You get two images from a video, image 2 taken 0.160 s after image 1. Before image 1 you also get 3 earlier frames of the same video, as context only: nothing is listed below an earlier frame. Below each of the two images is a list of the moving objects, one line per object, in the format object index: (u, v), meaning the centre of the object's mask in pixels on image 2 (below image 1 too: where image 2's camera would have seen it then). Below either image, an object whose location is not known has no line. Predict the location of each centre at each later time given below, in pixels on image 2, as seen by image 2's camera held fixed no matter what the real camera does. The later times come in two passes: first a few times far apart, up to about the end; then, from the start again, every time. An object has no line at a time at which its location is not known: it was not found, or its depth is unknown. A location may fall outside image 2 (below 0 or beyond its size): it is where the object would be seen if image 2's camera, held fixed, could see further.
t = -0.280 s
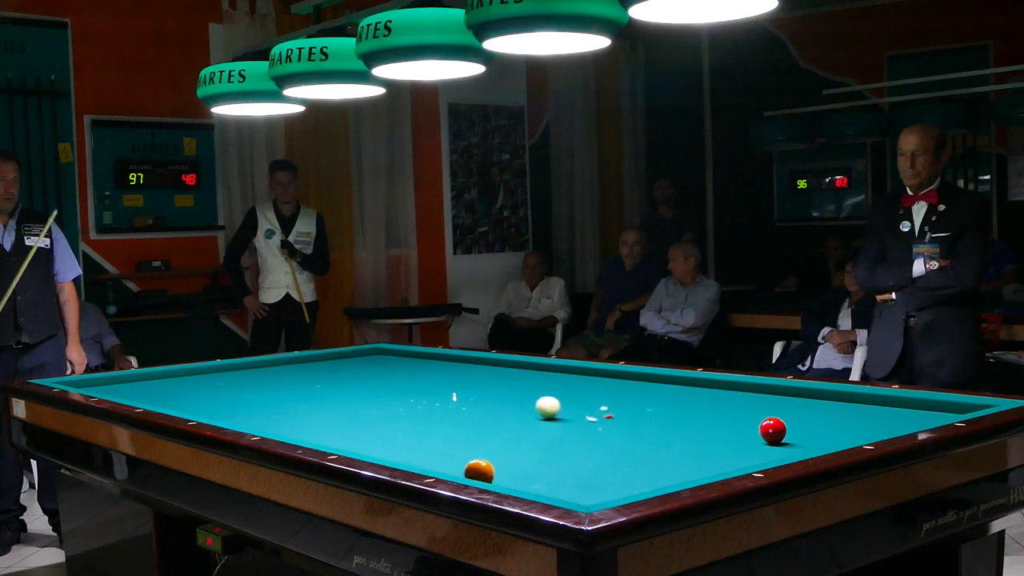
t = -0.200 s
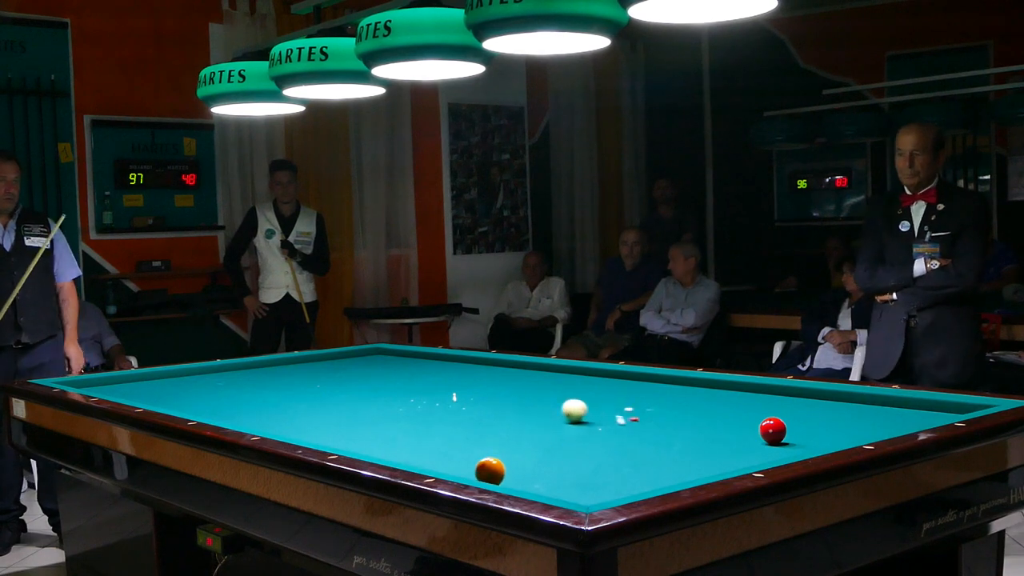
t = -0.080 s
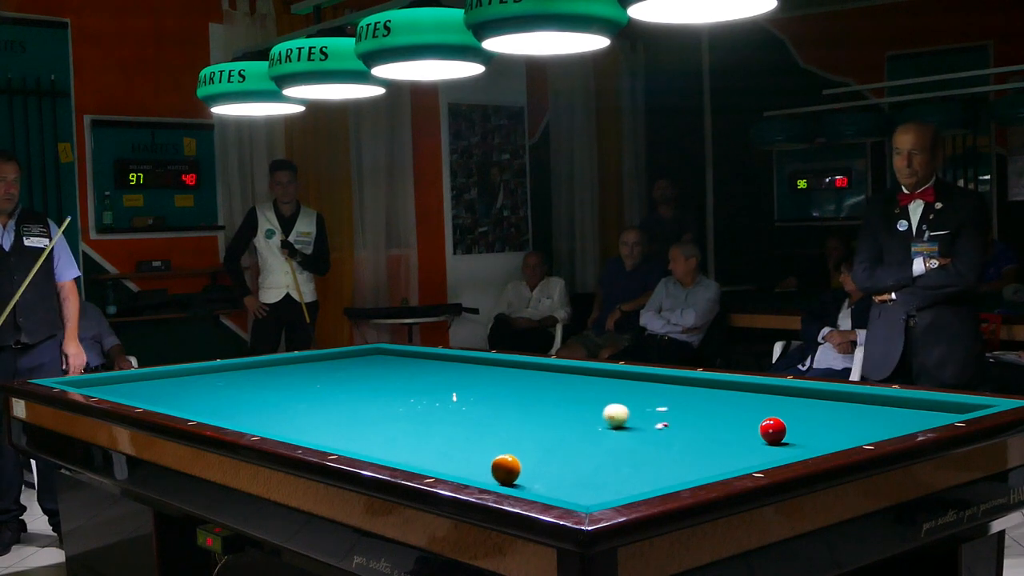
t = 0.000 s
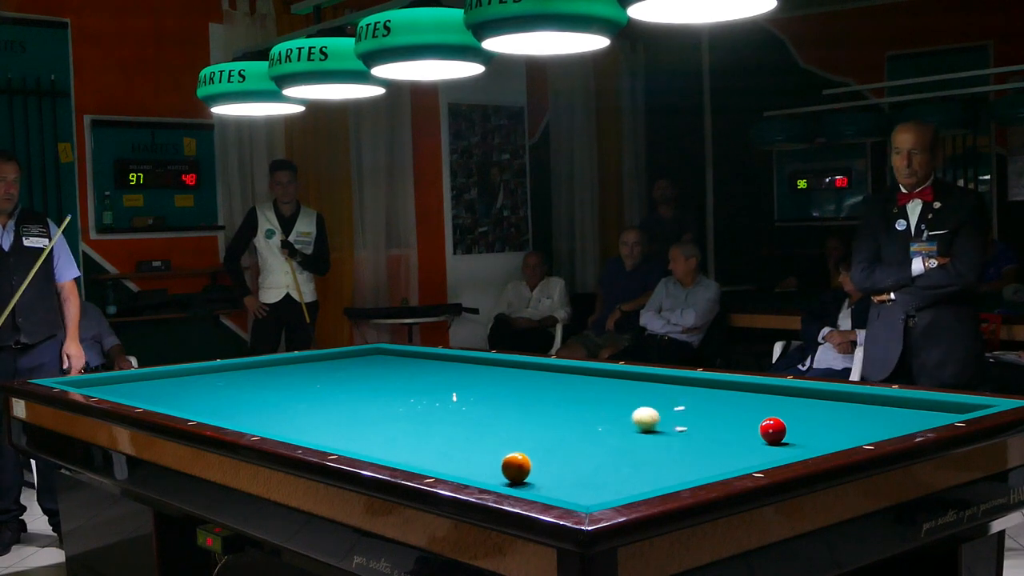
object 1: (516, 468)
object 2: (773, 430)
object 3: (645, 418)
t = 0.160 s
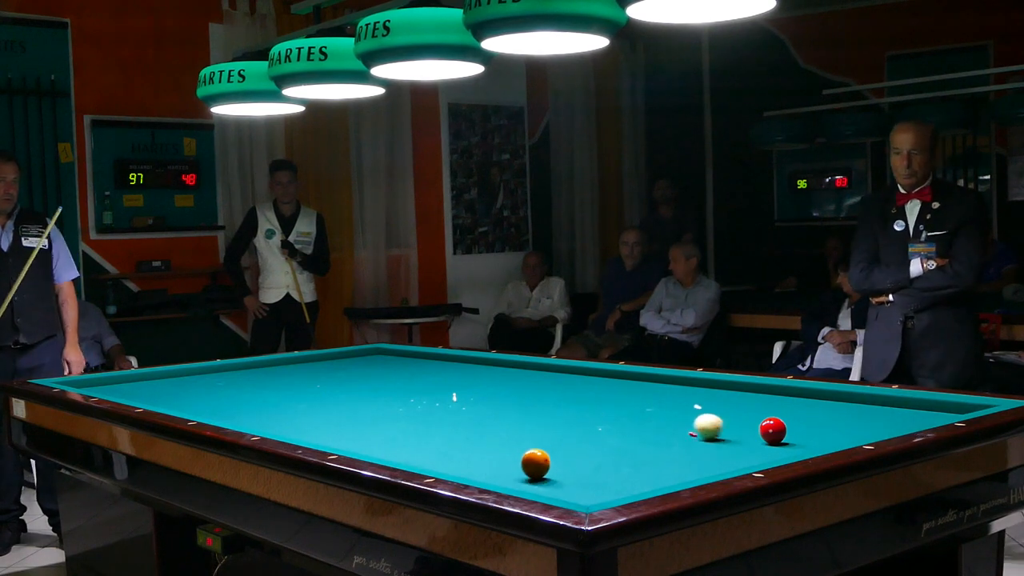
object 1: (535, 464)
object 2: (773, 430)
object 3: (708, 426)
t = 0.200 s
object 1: (540, 463)
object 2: (773, 430)
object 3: (725, 428)
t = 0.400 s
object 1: (564, 458)
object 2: (818, 429)
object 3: (765, 440)
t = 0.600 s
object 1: (585, 455)
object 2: (866, 426)
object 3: (799, 447)
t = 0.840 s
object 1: (610, 450)
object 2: (909, 421)
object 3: (737, 452)
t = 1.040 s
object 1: (630, 446)
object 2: (908, 419)
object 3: (689, 451)
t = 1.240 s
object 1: (651, 436)
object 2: (907, 416)
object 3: (643, 450)
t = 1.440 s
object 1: (665, 440)
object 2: (906, 412)
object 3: (600, 449)
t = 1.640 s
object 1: (681, 436)
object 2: (905, 409)
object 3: (557, 448)
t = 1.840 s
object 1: (697, 434)
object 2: (903, 405)
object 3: (517, 448)
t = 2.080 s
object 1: (713, 431)
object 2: (902, 401)
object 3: (471, 447)
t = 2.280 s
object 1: (727, 428)
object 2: (893, 400)
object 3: (434, 446)
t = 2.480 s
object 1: (739, 426)
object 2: (879, 400)
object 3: (398, 445)
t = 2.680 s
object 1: (750, 424)
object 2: (867, 401)
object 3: (364, 443)
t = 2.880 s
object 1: (760, 421)
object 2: (856, 401)
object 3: (332, 439)
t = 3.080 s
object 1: (769, 419)
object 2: (844, 401)
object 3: (319, 437)
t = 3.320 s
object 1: (780, 417)
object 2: (832, 401)
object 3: (315, 434)
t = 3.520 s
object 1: (788, 415)
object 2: (822, 401)
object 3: (311, 431)
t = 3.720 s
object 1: (796, 413)
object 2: (814, 401)
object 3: (309, 429)
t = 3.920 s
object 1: (804, 411)
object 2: (806, 396)
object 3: (307, 426)
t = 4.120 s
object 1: (812, 410)
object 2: (795, 401)
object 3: (305, 423)
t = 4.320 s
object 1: (819, 409)
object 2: (790, 402)
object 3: (303, 420)
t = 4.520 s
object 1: (826, 408)
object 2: (785, 402)
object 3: (301, 417)
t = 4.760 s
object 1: (833, 406)
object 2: (778, 402)
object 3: (300, 414)
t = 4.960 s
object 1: (840, 405)
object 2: (773, 402)
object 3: (298, 412)
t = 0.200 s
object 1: (540, 463)
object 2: (773, 430)
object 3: (725, 428)
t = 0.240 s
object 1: (545, 462)
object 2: (773, 430)
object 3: (742, 430)
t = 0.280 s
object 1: (550, 461)
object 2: (783, 429)
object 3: (748, 433)
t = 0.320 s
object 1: (554, 460)
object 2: (796, 429)
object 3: (753, 435)
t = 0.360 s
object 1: (559, 459)
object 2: (808, 429)
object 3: (758, 437)
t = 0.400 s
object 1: (564, 458)
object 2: (818, 429)
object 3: (765, 440)
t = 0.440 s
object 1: (568, 458)
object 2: (828, 429)
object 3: (772, 443)
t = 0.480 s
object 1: (572, 457)
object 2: (837, 428)
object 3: (779, 445)
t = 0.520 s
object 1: (577, 456)
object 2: (847, 428)
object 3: (786, 446)
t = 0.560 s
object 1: (581, 455)
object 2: (856, 427)
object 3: (793, 447)
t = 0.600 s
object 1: (585, 455)
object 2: (866, 426)
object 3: (799, 447)
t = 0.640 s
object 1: (590, 454)
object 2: (875, 425)
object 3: (788, 449)
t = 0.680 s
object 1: (594, 453)
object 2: (884, 424)
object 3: (776, 449)
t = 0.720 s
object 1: (598, 452)
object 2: (893, 423)
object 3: (766, 451)
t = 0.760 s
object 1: (602, 451)
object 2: (903, 422)
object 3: (756, 451)
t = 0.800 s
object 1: (606, 451)
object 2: (911, 421)
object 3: (746, 452)
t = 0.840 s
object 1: (610, 450)
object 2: (909, 421)
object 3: (737, 452)
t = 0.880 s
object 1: (614, 449)
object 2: (909, 420)
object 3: (727, 452)
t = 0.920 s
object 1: (618, 448)
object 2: (908, 420)
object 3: (718, 451)
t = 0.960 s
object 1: (622, 448)
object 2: (908, 419)
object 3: (708, 451)
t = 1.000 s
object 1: (626, 447)
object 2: (908, 419)
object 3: (699, 451)
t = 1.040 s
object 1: (630, 446)
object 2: (908, 419)
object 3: (689, 451)
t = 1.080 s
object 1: (633, 445)
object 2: (908, 418)
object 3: (680, 451)
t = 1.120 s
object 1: (637, 445)
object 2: (907, 417)
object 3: (671, 450)
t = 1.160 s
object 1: (639, 443)
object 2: (907, 417)
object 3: (662, 450)
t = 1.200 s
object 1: (640, 438)
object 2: (907, 416)
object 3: (652, 450)
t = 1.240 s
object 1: (651, 436)
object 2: (907, 416)
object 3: (643, 450)
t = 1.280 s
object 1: (654, 441)
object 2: (907, 415)
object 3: (635, 450)
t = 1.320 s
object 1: (655, 442)
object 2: (906, 415)
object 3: (626, 450)
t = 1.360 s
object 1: (659, 441)
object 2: (906, 414)
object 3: (617, 450)
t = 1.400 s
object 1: (662, 440)
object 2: (906, 413)
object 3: (608, 449)
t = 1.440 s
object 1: (665, 440)
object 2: (906, 412)
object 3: (600, 449)
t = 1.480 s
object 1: (669, 439)
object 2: (906, 412)
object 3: (591, 449)
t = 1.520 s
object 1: (672, 438)
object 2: (905, 411)
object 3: (582, 449)
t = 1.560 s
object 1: (675, 438)
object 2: (905, 410)
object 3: (574, 449)
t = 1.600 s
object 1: (678, 437)
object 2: (905, 409)
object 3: (566, 449)
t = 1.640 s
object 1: (681, 436)
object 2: (905, 409)
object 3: (557, 448)
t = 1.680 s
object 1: (685, 436)
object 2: (904, 408)
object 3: (549, 448)
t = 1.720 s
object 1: (688, 436)
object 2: (904, 407)
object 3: (541, 448)
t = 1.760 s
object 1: (691, 435)
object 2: (904, 406)
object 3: (533, 448)
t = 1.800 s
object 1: (694, 434)
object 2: (903, 406)
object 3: (525, 448)
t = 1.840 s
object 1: (697, 434)
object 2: (903, 405)
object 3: (517, 448)
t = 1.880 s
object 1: (699, 433)
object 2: (903, 404)
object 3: (509, 447)
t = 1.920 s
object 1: (702, 432)
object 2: (903, 404)
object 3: (501, 447)
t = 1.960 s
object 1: (705, 432)
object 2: (903, 403)
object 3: (494, 447)
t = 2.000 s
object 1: (708, 432)
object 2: (902, 402)
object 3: (486, 447)
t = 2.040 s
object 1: (711, 431)
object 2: (902, 402)
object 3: (478, 447)
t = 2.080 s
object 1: (713, 431)
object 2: (902, 401)
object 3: (471, 447)
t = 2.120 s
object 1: (716, 430)
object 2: (902, 400)
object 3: (463, 446)
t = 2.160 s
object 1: (719, 429)
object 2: (901, 400)
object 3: (455, 446)
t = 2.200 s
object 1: (721, 429)
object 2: (898, 400)
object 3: (448, 446)
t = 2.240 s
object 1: (724, 428)
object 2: (895, 400)
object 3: (441, 446)
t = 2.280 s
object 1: (727, 428)
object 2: (893, 400)
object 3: (434, 446)
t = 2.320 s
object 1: (729, 428)
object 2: (890, 400)
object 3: (426, 446)
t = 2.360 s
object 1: (731, 427)
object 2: (887, 400)
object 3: (419, 446)
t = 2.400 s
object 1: (734, 426)
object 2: (885, 400)
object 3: (412, 446)
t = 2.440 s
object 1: (736, 426)
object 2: (882, 400)
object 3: (405, 445)
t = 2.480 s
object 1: (739, 426)
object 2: (879, 400)
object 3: (398, 445)
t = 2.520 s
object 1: (741, 425)
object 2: (877, 400)
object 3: (391, 445)
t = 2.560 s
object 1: (743, 425)
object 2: (874, 401)
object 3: (384, 445)
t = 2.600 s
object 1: (745, 424)
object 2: (872, 400)
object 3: (378, 444)
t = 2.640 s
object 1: (748, 424)
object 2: (870, 401)
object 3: (371, 444)
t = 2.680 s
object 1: (750, 424)
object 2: (867, 401)
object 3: (364, 443)
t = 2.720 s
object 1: (752, 423)
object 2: (865, 401)
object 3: (358, 442)
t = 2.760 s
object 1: (754, 422)
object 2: (862, 401)
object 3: (351, 441)
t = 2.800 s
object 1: (756, 422)
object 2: (860, 401)
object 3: (345, 441)
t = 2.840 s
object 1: (758, 422)
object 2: (858, 401)
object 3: (339, 440)
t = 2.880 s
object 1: (760, 421)
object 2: (856, 401)
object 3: (332, 439)
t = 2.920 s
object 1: (762, 421)
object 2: (853, 401)
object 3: (326, 439)
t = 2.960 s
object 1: (764, 420)
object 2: (851, 401)
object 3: (321, 438)
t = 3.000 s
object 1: (766, 420)
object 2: (848, 401)
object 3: (320, 438)
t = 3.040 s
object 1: (767, 419)
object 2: (846, 401)
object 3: (320, 437)
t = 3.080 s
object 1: (769, 419)
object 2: (844, 401)
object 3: (319, 437)
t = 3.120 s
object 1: (771, 419)
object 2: (842, 401)
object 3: (318, 436)
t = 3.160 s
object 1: (773, 418)
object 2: (840, 401)
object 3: (317, 436)
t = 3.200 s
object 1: (775, 418)
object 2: (838, 401)
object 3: (317, 435)
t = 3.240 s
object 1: (776, 417)
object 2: (836, 401)
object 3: (316, 435)
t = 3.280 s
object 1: (778, 417)
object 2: (834, 401)
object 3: (315, 434)
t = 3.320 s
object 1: (780, 417)
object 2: (832, 401)
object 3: (315, 434)
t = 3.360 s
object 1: (782, 416)
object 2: (830, 401)
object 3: (314, 433)
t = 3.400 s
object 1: (783, 416)
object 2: (828, 401)
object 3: (313, 433)
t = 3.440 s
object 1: (785, 415)
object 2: (826, 401)
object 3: (313, 432)
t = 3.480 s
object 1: (786, 415)
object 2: (824, 401)
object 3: (312, 432)
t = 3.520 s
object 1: (788, 415)
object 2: (822, 401)
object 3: (311, 431)
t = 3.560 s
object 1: (790, 414)
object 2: (820, 401)
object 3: (311, 431)
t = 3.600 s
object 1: (791, 414)
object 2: (818, 401)
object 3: (310, 430)
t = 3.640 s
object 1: (793, 414)
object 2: (817, 401)
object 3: (310, 430)
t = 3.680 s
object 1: (795, 413)
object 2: (815, 401)
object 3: (309, 429)
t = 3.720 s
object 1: (796, 413)
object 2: (814, 401)
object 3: (309, 429)
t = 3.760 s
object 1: (798, 412)
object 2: (813, 400)
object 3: (309, 428)
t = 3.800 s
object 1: (800, 412)
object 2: (812, 399)
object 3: (308, 428)
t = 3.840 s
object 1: (801, 412)
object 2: (810, 398)
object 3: (308, 427)
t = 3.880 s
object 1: (803, 412)
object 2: (808, 397)
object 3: (307, 426)
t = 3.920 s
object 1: (804, 411)
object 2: (806, 396)
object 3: (307, 426)
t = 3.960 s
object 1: (806, 411)
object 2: (802, 397)
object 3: (307, 425)
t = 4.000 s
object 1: (808, 411)
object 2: (800, 397)
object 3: (306, 425)
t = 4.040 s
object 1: (809, 410)
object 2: (798, 399)
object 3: (306, 424)
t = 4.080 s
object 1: (811, 410)
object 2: (796, 400)
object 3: (305, 423)
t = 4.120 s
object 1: (812, 410)
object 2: (795, 401)
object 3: (305, 423)
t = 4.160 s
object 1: (814, 410)
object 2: (795, 401)
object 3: (305, 422)
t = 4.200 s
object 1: (815, 409)
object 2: (794, 402)
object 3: (304, 422)
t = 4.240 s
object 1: (816, 409)
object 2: (793, 402)
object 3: (304, 421)
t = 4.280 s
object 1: (817, 409)
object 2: (792, 402)
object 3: (304, 420)
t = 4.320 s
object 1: (819, 409)
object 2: (790, 402)
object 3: (303, 420)
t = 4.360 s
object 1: (820, 408)
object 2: (789, 402)
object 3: (303, 419)
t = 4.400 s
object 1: (822, 408)
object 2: (788, 402)
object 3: (302, 419)
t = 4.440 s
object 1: (823, 408)
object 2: (787, 402)
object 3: (302, 418)
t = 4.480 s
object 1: (824, 408)
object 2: (786, 402)
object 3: (302, 418)
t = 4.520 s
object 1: (826, 408)
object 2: (785, 402)
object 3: (301, 417)
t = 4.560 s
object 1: (827, 407)
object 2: (783, 402)
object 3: (301, 417)
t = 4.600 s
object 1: (828, 407)
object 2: (782, 402)
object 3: (301, 416)
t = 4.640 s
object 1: (830, 407)
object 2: (781, 402)
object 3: (301, 416)
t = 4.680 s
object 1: (831, 407)
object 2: (780, 402)
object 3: (300, 415)
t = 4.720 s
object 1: (832, 406)
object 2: (779, 402)
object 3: (300, 415)
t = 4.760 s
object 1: (833, 406)
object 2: (778, 402)
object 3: (300, 414)
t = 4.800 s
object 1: (835, 406)
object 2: (777, 402)
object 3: (299, 414)
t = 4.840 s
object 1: (836, 406)
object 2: (776, 402)
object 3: (299, 413)
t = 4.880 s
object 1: (837, 406)
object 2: (775, 402)
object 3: (299, 413)
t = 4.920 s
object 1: (838, 405)
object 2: (774, 402)
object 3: (299, 412)
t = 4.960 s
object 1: (840, 405)
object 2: (773, 402)
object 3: (298, 412)
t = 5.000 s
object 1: (840, 405)
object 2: (773, 402)
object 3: (298, 412)
